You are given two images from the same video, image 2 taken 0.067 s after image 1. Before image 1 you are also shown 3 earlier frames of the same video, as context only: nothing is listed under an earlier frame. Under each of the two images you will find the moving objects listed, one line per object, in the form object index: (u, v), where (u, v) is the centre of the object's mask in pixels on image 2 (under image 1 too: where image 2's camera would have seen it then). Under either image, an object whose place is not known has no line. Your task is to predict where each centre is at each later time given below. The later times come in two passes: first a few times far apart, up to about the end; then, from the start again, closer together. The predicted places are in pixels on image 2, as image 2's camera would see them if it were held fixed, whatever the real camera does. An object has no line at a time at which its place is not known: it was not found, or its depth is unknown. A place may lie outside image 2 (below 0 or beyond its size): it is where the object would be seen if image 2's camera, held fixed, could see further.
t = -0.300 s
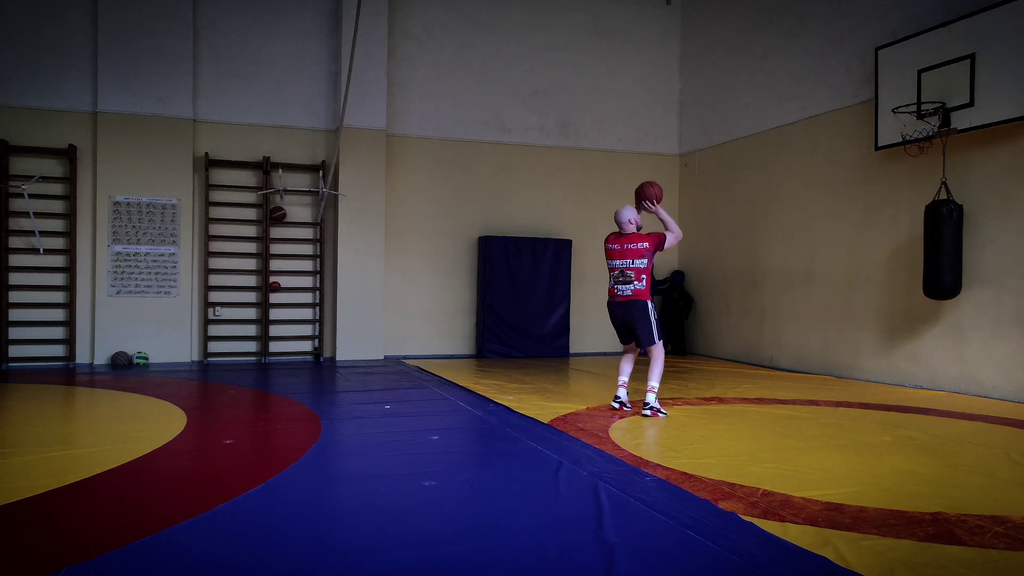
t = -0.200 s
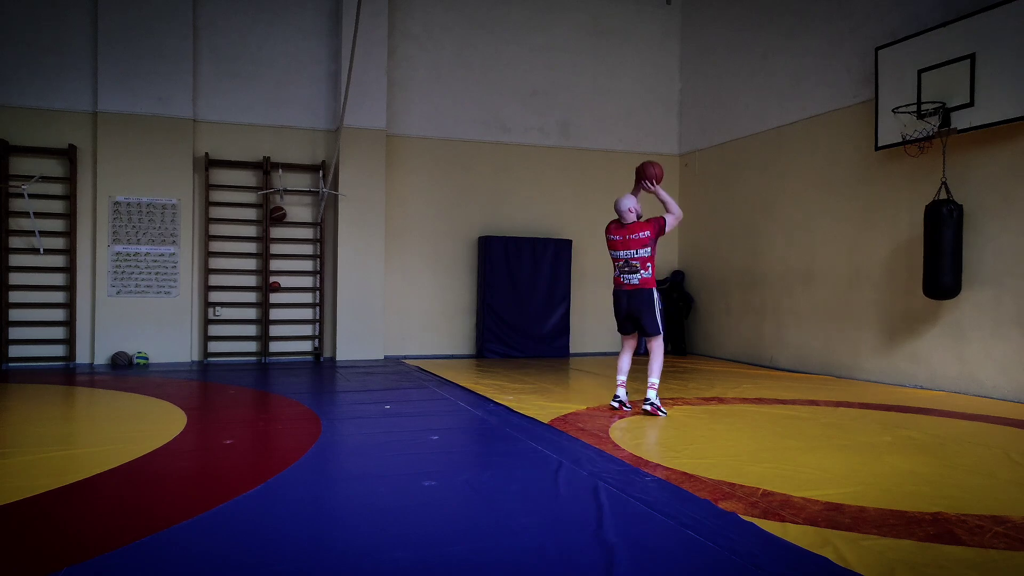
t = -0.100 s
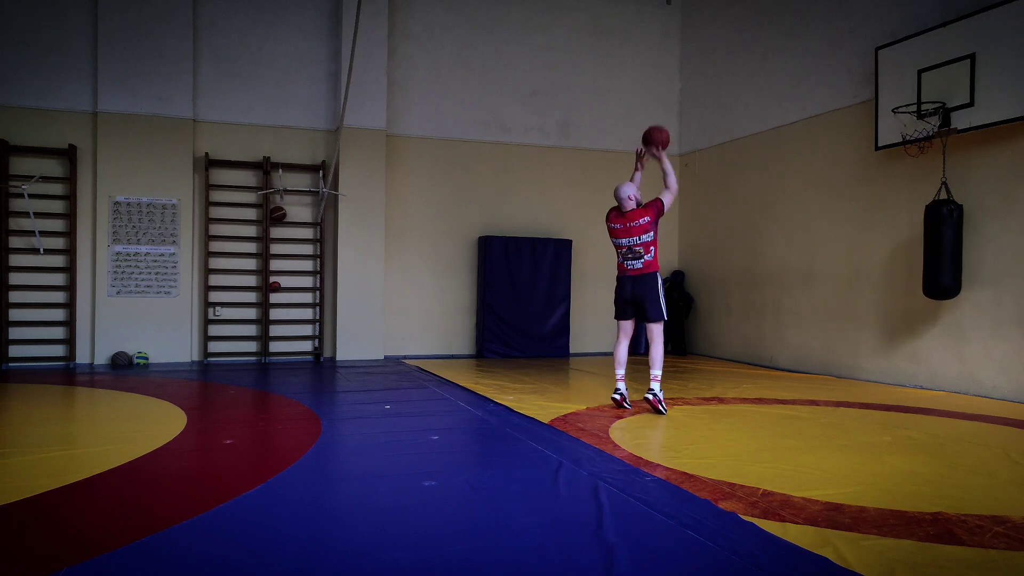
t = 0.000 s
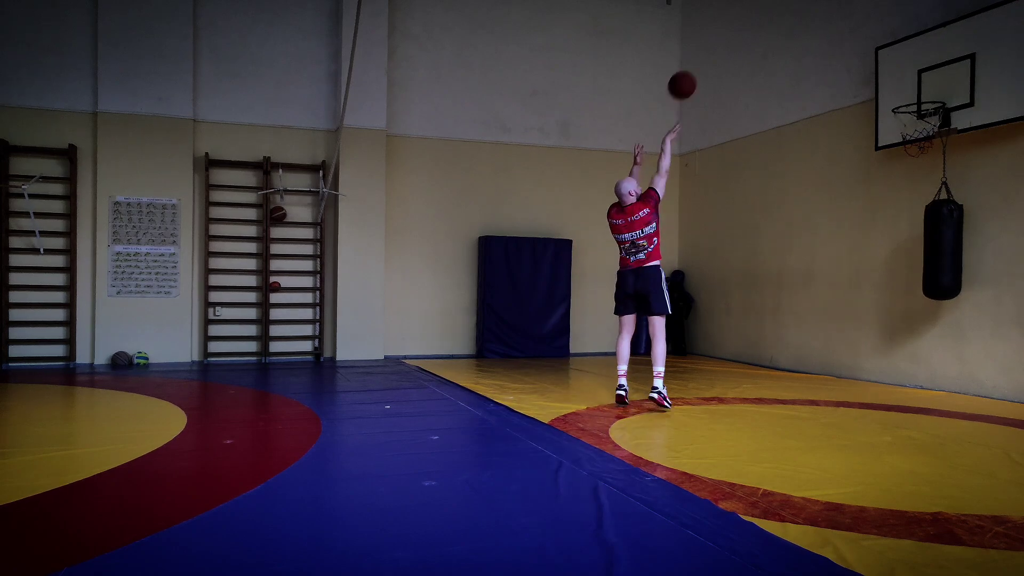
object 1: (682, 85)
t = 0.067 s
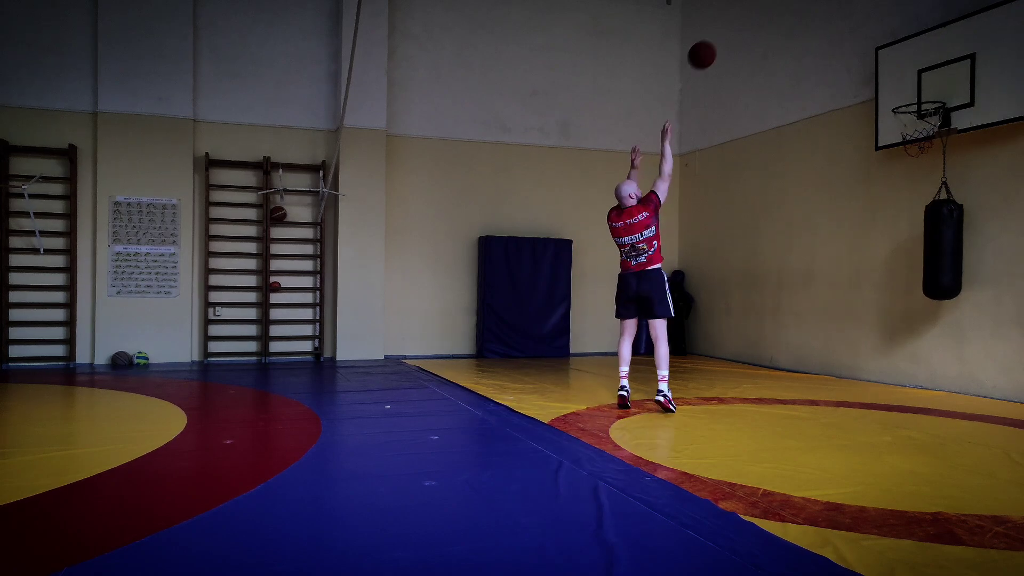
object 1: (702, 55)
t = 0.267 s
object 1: (757, 4)
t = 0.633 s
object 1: (849, 5)
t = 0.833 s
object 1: (894, 56)
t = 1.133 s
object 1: (932, 155)
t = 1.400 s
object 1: (904, 230)
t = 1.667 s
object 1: (853, 348)
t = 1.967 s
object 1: (791, 312)
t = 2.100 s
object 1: (762, 288)
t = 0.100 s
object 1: (711, 42)
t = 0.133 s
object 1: (721, 30)
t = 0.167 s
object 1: (730, 20)
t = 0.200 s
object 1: (740, 12)
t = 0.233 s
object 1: (749, 7)
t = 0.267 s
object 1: (757, 4)
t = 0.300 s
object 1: (766, 2)
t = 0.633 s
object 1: (849, 5)
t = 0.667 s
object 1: (857, 9)
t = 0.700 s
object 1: (865, 14)
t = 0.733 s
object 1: (872, 23)
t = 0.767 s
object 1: (880, 33)
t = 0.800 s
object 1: (887, 44)
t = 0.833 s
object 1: (894, 56)
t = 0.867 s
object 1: (901, 68)
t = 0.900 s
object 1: (907, 82)
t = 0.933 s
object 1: (915, 96)
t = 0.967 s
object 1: (921, 113)
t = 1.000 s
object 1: (928, 130)
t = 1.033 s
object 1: (930, 135)
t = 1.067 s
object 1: (932, 140)
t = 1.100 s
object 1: (933, 146)
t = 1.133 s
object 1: (932, 155)
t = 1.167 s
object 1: (931, 164)
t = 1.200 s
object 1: (930, 174)
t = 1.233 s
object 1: (929, 184)
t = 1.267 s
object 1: (927, 196)
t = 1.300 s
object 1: (922, 204)
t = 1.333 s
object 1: (916, 212)
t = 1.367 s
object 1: (910, 220)
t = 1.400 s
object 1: (904, 230)
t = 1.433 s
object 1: (897, 241)
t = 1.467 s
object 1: (891, 252)
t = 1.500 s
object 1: (885, 265)
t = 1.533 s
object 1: (878, 280)
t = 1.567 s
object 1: (872, 295)
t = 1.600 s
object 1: (865, 311)
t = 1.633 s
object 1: (859, 329)
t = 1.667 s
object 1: (853, 348)
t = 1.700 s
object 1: (846, 368)
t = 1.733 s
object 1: (840, 388)
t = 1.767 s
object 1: (833, 378)
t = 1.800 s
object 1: (826, 364)
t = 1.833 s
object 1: (819, 352)
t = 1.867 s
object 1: (812, 340)
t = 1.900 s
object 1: (805, 329)
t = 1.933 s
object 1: (798, 320)
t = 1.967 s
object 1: (791, 312)
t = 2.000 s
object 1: (784, 304)
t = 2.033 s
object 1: (777, 298)
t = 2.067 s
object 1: (770, 292)
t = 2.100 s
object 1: (762, 288)
